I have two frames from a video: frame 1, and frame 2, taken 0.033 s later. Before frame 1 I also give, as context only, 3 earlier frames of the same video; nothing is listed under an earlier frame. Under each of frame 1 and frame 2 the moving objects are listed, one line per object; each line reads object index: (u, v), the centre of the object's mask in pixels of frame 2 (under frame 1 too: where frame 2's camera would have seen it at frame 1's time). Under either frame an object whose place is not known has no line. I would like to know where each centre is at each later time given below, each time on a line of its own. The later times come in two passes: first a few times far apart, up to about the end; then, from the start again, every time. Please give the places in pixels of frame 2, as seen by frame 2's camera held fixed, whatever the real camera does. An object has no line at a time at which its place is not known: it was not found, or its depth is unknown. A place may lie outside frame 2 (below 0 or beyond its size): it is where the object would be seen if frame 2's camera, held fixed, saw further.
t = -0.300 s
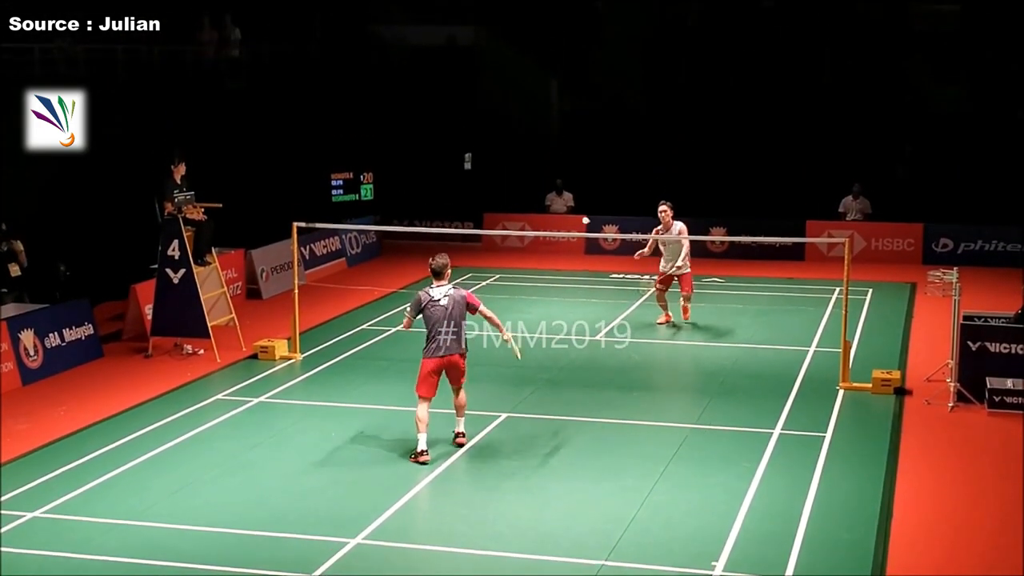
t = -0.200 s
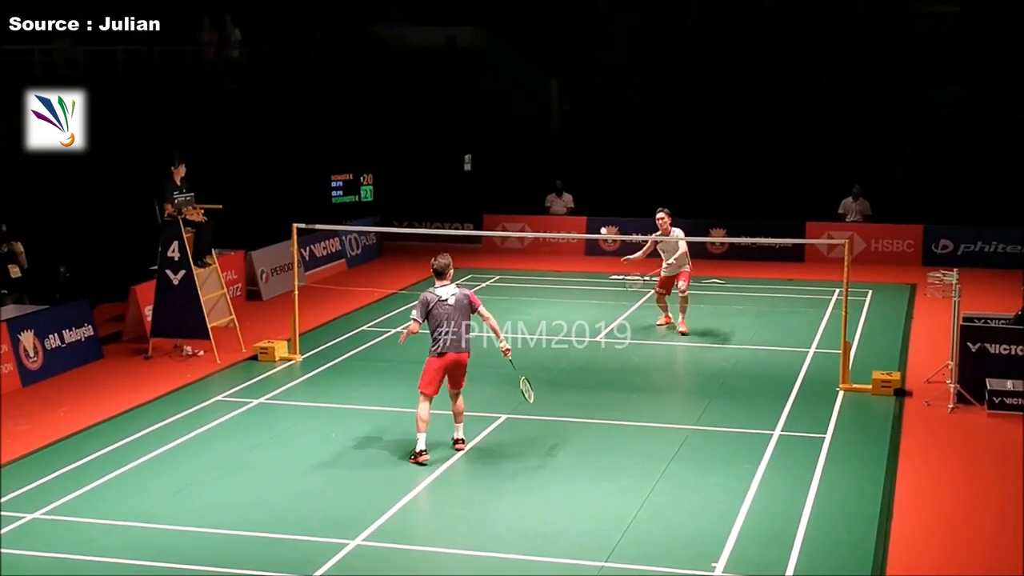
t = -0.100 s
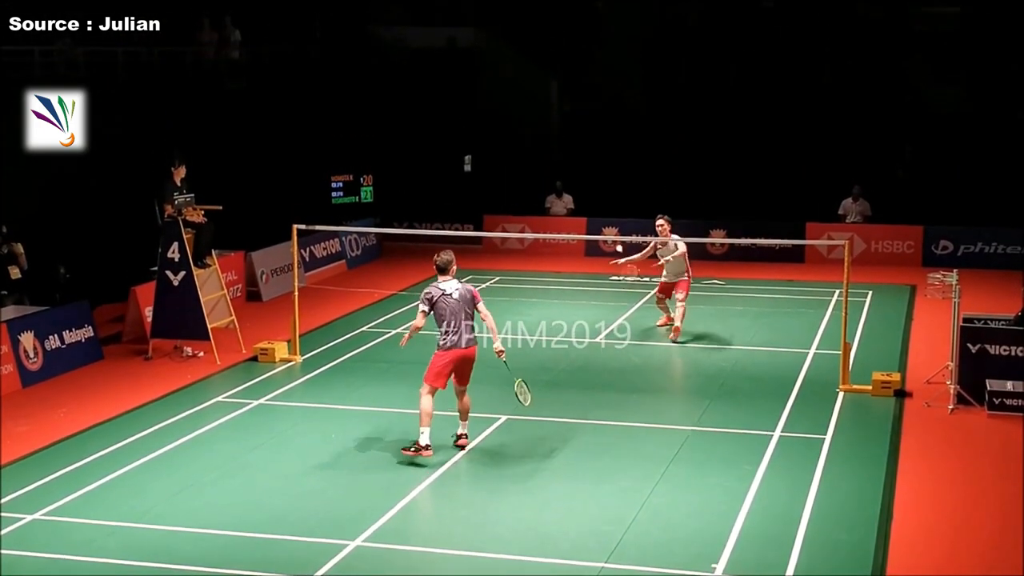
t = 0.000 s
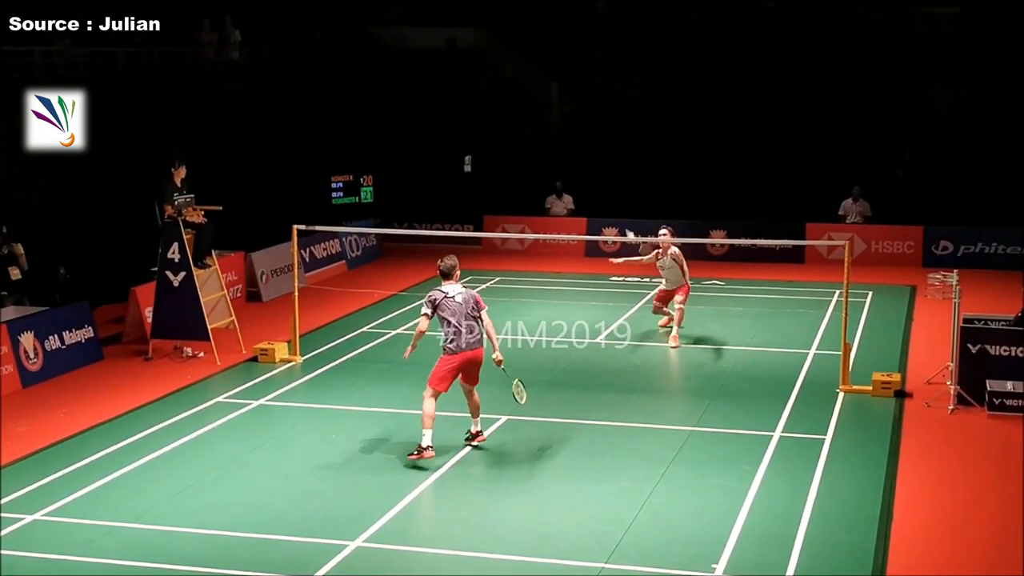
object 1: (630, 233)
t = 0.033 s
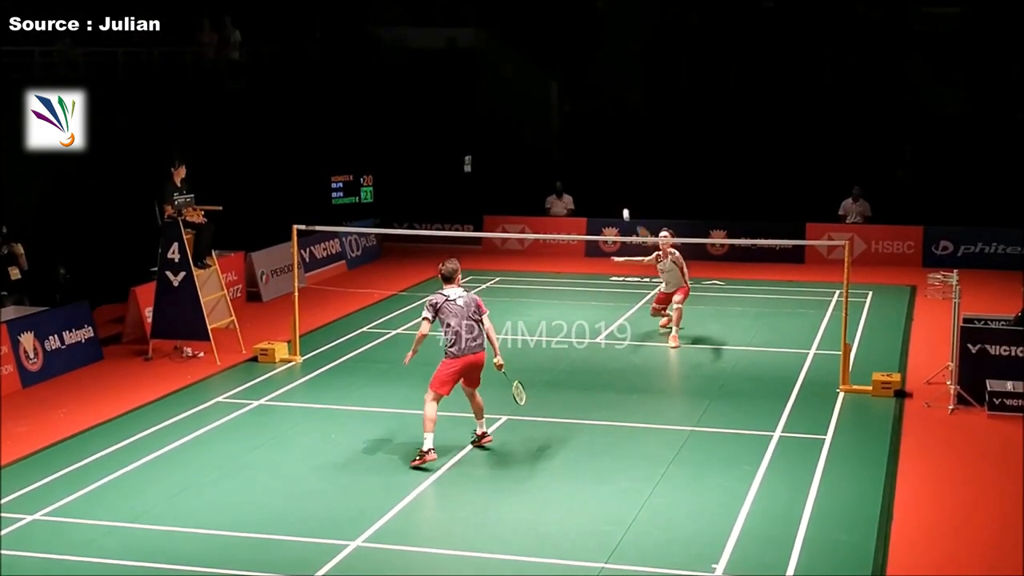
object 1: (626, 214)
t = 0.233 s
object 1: (633, 142)
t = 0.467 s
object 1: (638, 118)
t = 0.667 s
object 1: (639, 147)
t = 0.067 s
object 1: (627, 199)
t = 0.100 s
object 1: (630, 185)
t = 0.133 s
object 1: (631, 172)
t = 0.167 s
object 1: (632, 160)
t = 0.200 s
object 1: (632, 150)
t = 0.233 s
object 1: (633, 142)
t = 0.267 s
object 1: (633, 134)
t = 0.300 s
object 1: (634, 129)
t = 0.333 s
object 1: (635, 124)
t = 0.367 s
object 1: (636, 120)
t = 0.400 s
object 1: (637, 118)
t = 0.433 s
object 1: (637, 117)
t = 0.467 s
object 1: (638, 118)
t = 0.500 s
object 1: (638, 119)
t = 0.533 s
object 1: (639, 122)
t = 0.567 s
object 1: (639, 126)
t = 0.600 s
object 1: (639, 132)
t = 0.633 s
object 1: (639, 139)
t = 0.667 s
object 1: (639, 147)
